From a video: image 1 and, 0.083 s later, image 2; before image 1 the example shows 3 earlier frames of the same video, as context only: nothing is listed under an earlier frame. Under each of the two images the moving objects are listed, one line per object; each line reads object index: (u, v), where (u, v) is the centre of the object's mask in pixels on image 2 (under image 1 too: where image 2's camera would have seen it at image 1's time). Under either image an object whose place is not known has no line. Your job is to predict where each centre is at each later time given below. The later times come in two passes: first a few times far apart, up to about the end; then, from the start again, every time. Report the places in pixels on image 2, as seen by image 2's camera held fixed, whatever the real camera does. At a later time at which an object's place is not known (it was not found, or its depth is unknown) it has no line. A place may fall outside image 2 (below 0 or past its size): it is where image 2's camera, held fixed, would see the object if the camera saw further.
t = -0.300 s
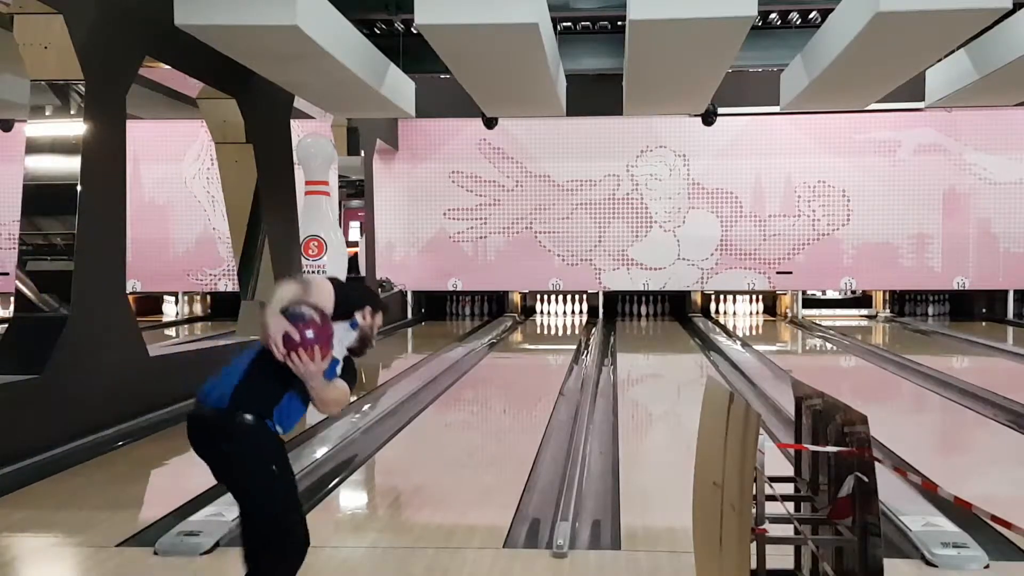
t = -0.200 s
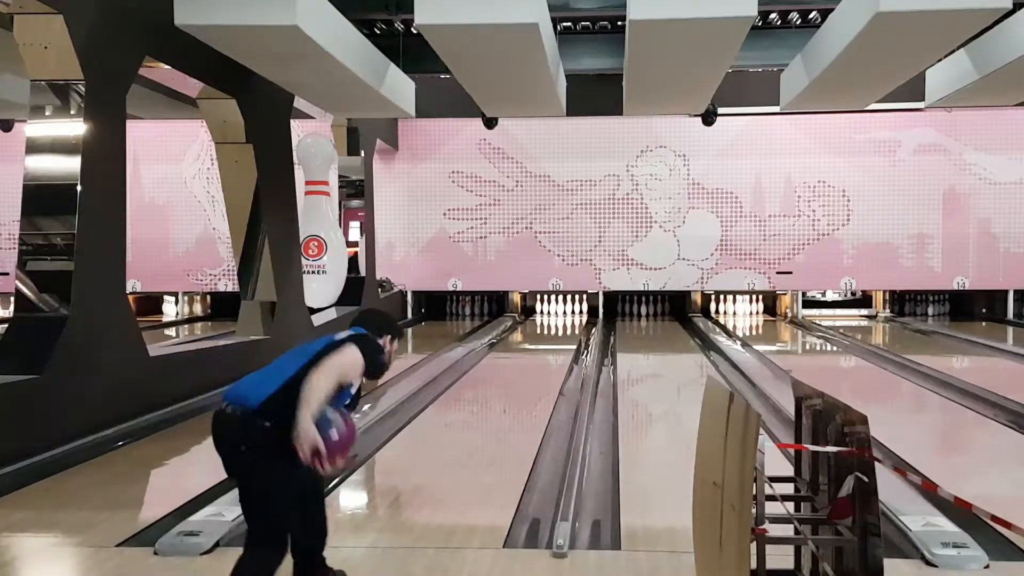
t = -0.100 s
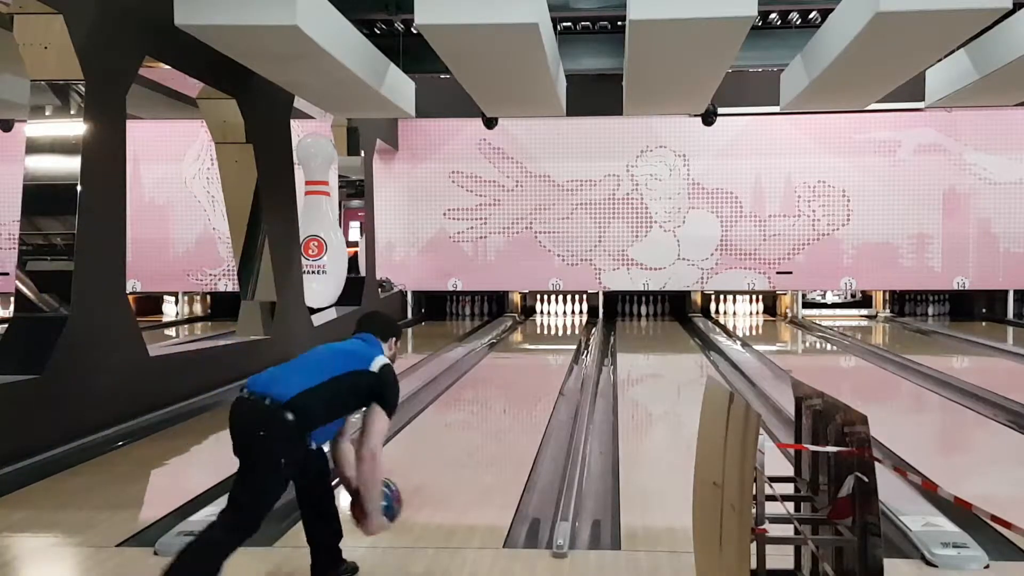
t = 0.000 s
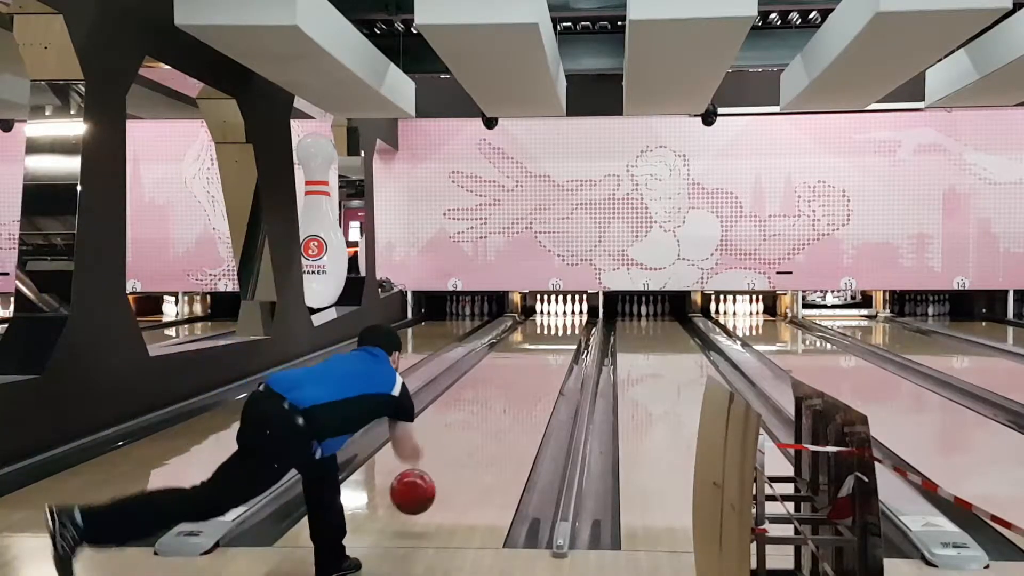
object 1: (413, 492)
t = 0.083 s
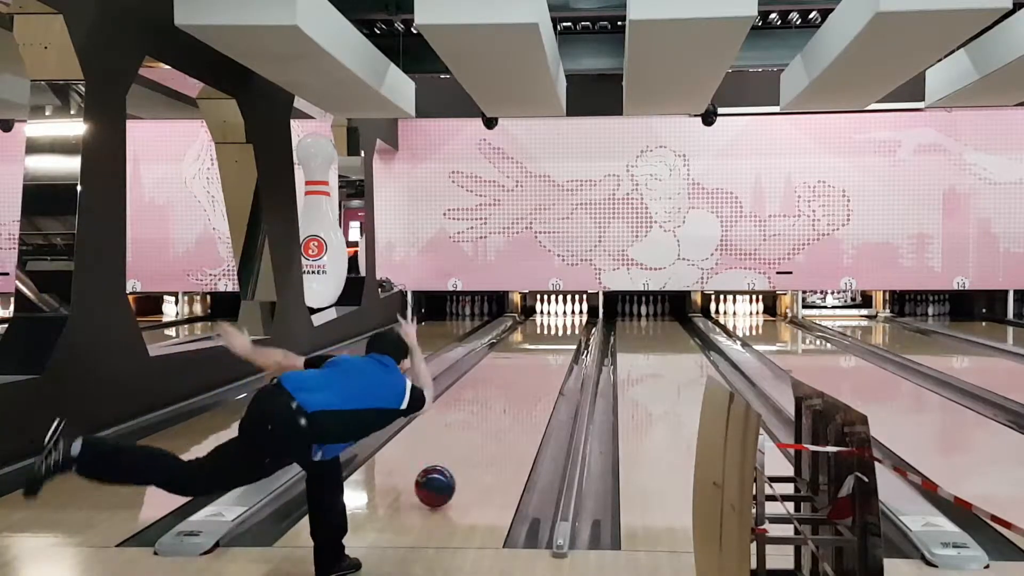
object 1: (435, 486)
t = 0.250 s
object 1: (467, 446)
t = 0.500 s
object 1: (499, 405)
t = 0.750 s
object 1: (519, 378)
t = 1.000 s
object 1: (534, 359)
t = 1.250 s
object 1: (544, 345)
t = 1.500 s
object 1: (551, 333)
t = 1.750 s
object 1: (556, 325)
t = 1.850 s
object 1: (558, 322)
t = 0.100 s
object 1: (439, 481)
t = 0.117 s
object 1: (442, 475)
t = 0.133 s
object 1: (446, 469)
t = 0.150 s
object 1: (449, 464)
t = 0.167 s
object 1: (453, 460)
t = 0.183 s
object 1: (456, 456)
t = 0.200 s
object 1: (459, 453)
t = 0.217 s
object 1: (462, 451)
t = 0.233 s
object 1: (465, 449)
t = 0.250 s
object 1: (467, 446)
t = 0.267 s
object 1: (470, 442)
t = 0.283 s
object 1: (473, 439)
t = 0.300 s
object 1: (475, 436)
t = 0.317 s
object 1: (477, 433)
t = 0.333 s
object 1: (480, 431)
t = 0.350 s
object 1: (482, 428)
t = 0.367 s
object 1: (484, 425)
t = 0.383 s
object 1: (486, 422)
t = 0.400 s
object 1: (488, 419)
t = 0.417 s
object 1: (490, 417)
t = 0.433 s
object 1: (492, 414)
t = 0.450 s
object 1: (494, 412)
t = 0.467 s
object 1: (496, 409)
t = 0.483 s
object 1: (497, 407)
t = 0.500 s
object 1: (499, 405)
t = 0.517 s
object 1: (501, 403)
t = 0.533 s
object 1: (502, 401)
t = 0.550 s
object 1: (504, 399)
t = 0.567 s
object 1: (505, 397)
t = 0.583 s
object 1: (507, 395)
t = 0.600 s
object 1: (508, 393)
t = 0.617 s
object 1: (510, 391)
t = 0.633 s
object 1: (511, 389)
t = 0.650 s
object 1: (512, 388)
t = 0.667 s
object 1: (514, 386)
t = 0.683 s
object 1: (515, 384)
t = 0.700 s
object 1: (516, 383)
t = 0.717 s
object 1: (517, 381)
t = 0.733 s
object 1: (518, 379)
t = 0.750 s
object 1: (519, 378)
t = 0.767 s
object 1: (521, 376)
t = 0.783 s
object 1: (522, 375)
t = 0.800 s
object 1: (523, 373)
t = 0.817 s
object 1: (524, 372)
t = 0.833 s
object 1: (525, 371)
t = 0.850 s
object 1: (526, 369)
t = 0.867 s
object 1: (527, 368)
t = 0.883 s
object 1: (528, 367)
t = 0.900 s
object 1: (529, 366)
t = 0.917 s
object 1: (529, 365)
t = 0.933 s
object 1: (530, 364)
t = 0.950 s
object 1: (531, 362)
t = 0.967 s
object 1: (532, 361)
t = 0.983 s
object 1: (533, 360)
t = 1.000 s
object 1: (534, 359)
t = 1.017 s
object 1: (534, 358)
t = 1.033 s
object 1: (535, 357)
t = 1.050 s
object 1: (536, 356)
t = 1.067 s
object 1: (537, 355)
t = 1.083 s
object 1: (537, 354)
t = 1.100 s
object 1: (538, 353)
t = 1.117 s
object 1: (539, 352)
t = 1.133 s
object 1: (539, 351)
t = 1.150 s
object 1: (540, 350)
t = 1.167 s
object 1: (540, 350)
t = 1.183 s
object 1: (541, 349)
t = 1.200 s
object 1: (542, 348)
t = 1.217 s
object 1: (542, 347)
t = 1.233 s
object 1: (543, 346)
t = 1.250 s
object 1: (544, 345)
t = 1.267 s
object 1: (544, 345)
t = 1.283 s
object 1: (544, 344)
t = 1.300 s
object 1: (545, 343)
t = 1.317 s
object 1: (546, 342)
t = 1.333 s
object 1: (546, 341)
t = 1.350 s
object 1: (547, 340)
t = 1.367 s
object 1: (547, 339)
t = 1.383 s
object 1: (548, 338)
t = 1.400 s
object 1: (548, 338)
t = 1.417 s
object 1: (549, 337)
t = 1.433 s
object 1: (549, 336)
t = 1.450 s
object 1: (549, 336)
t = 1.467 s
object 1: (550, 335)
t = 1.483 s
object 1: (550, 334)
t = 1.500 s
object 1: (551, 333)
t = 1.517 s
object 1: (551, 333)
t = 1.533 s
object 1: (552, 332)
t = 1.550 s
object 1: (552, 332)
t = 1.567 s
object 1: (552, 331)
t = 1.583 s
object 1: (553, 330)
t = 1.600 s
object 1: (553, 330)
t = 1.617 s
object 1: (554, 329)
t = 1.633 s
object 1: (554, 329)
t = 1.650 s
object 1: (554, 328)
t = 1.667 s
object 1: (554, 328)
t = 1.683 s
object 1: (555, 327)
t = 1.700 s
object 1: (555, 327)
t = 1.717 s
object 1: (556, 326)
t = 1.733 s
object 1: (556, 325)
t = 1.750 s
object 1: (556, 325)
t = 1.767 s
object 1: (556, 324)
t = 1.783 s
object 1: (557, 324)
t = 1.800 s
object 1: (557, 323)
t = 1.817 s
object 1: (557, 323)
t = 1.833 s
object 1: (557, 322)
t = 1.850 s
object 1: (558, 322)
